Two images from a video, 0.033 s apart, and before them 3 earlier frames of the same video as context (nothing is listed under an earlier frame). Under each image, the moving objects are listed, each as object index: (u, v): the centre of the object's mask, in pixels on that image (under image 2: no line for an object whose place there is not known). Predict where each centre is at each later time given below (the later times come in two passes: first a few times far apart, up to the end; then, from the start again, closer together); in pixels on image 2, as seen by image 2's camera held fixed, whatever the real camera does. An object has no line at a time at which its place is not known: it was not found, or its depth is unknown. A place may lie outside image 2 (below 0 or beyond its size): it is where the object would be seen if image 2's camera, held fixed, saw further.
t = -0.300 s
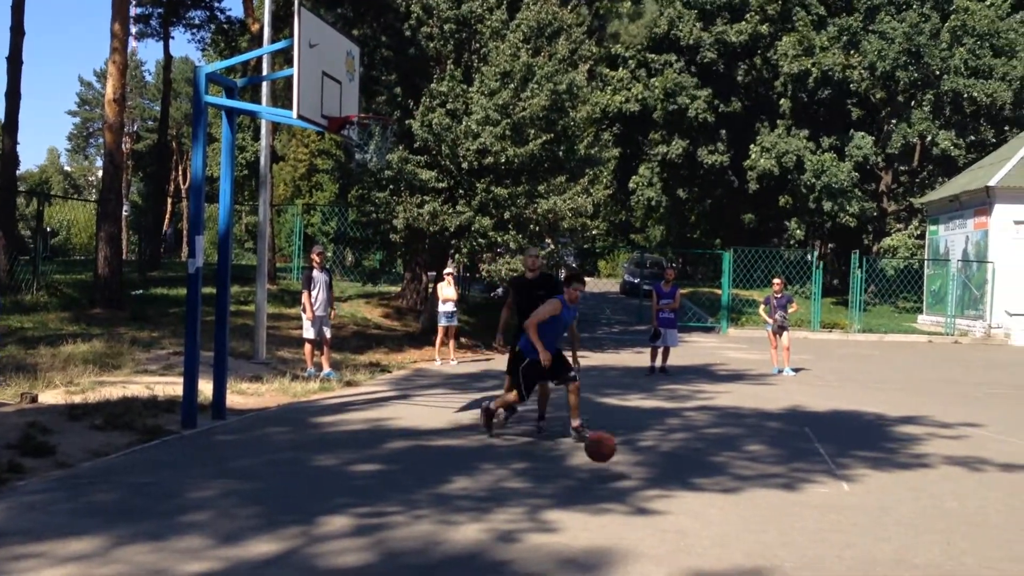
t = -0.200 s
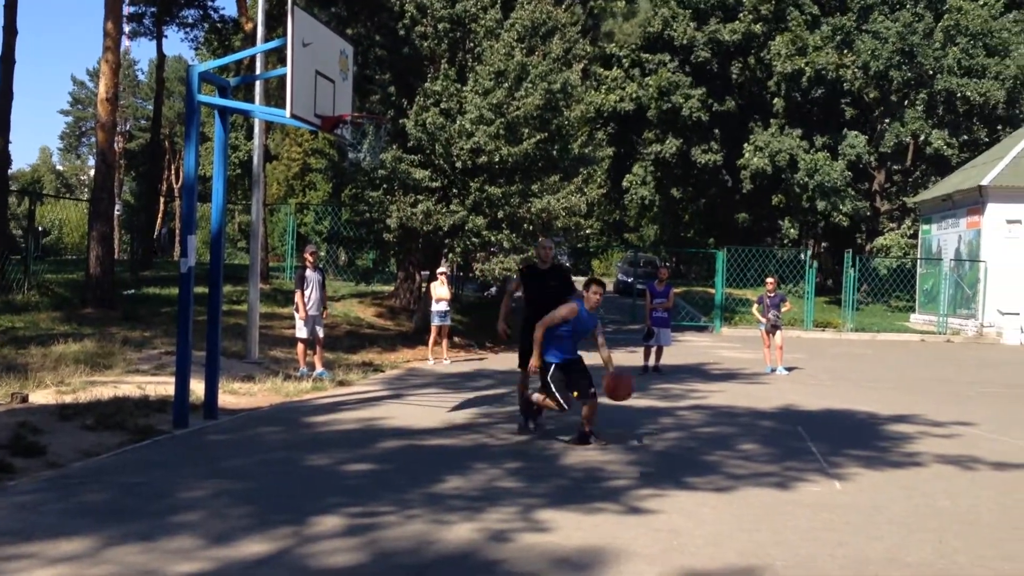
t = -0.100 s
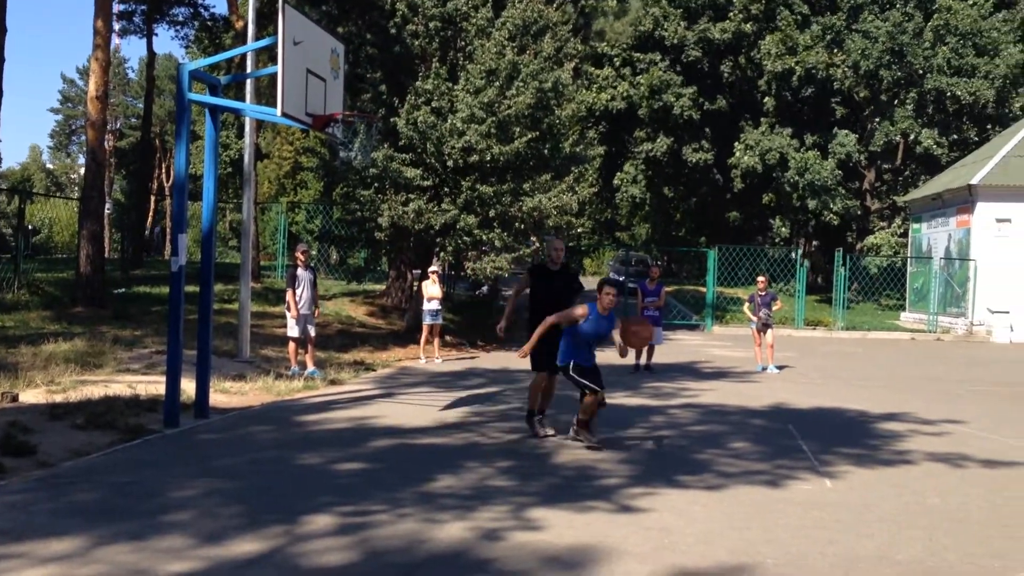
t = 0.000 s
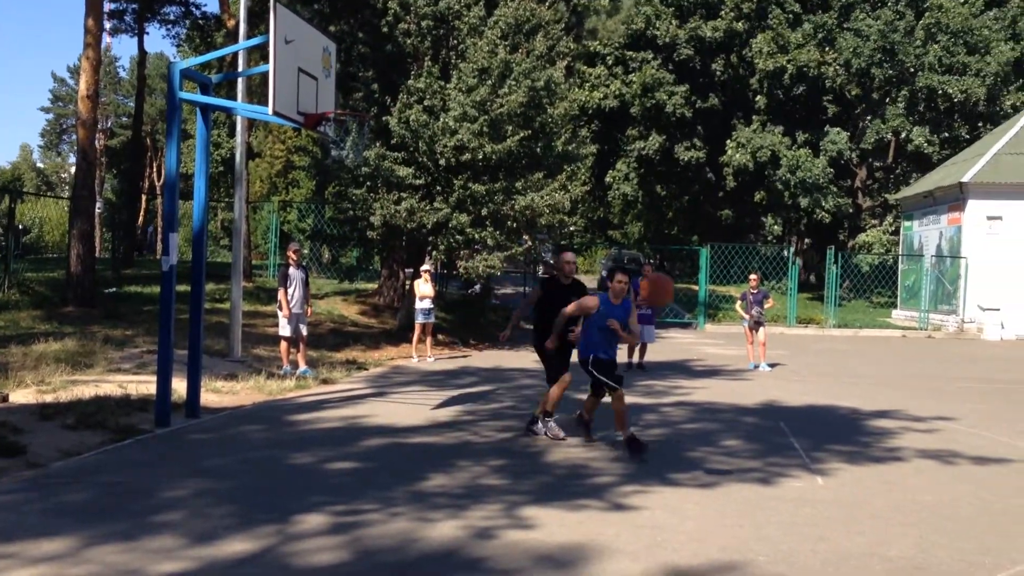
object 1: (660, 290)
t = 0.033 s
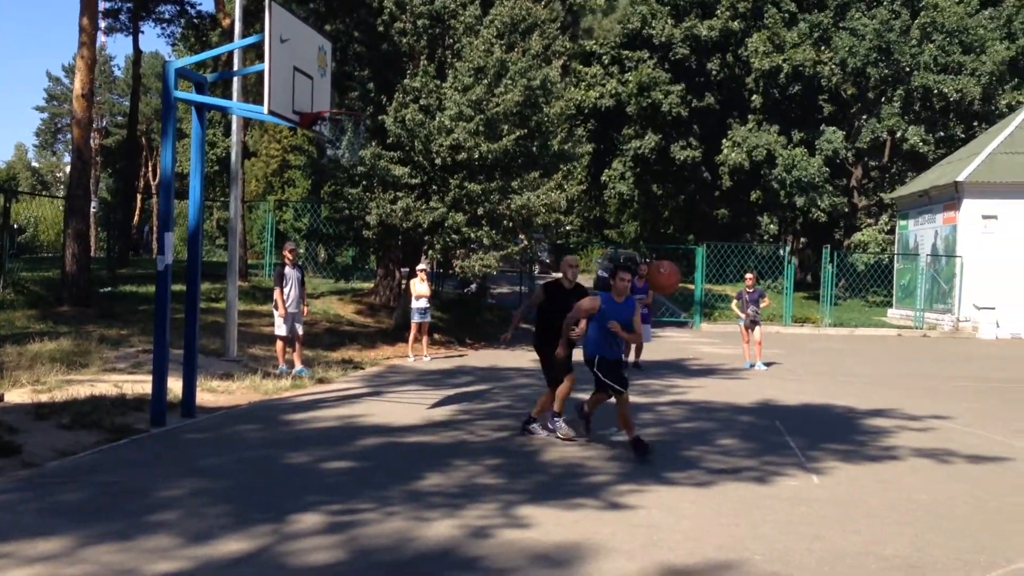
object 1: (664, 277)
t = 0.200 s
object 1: (714, 241)
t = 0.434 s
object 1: (798, 260)
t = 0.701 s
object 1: (908, 414)
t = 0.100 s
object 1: (682, 259)
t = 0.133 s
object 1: (693, 252)
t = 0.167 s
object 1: (704, 245)
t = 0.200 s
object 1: (714, 241)
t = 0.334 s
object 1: (759, 240)
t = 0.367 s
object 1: (773, 245)
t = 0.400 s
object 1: (785, 252)
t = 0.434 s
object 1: (798, 260)
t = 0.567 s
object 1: (850, 316)
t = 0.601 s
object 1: (864, 336)
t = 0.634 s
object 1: (878, 359)
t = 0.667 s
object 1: (893, 385)
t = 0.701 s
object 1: (908, 414)
